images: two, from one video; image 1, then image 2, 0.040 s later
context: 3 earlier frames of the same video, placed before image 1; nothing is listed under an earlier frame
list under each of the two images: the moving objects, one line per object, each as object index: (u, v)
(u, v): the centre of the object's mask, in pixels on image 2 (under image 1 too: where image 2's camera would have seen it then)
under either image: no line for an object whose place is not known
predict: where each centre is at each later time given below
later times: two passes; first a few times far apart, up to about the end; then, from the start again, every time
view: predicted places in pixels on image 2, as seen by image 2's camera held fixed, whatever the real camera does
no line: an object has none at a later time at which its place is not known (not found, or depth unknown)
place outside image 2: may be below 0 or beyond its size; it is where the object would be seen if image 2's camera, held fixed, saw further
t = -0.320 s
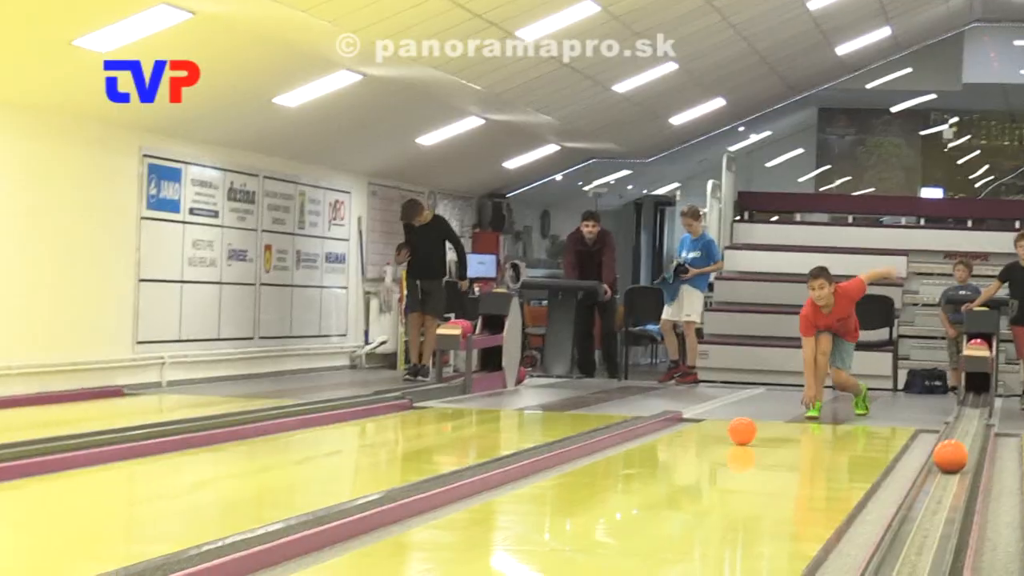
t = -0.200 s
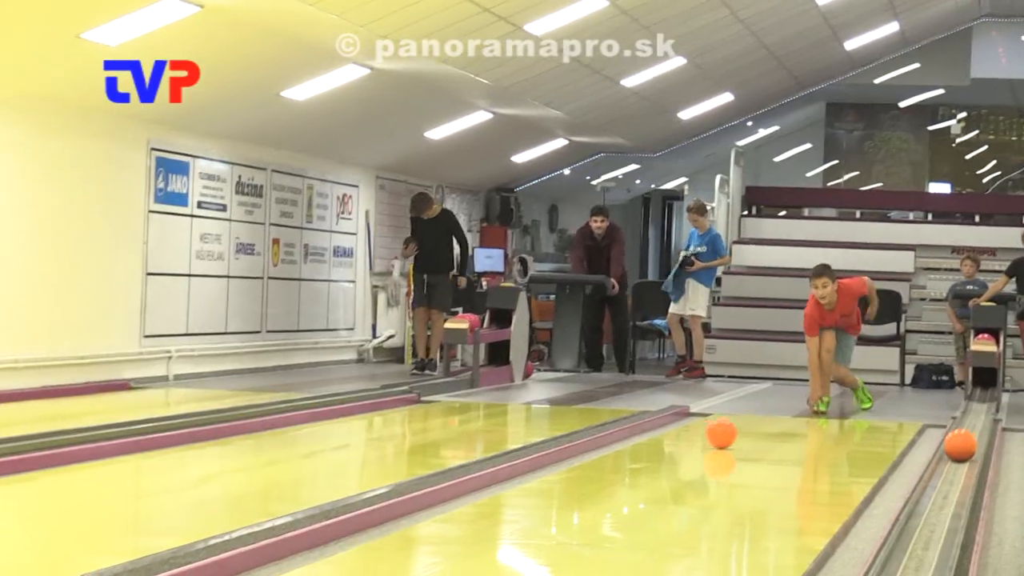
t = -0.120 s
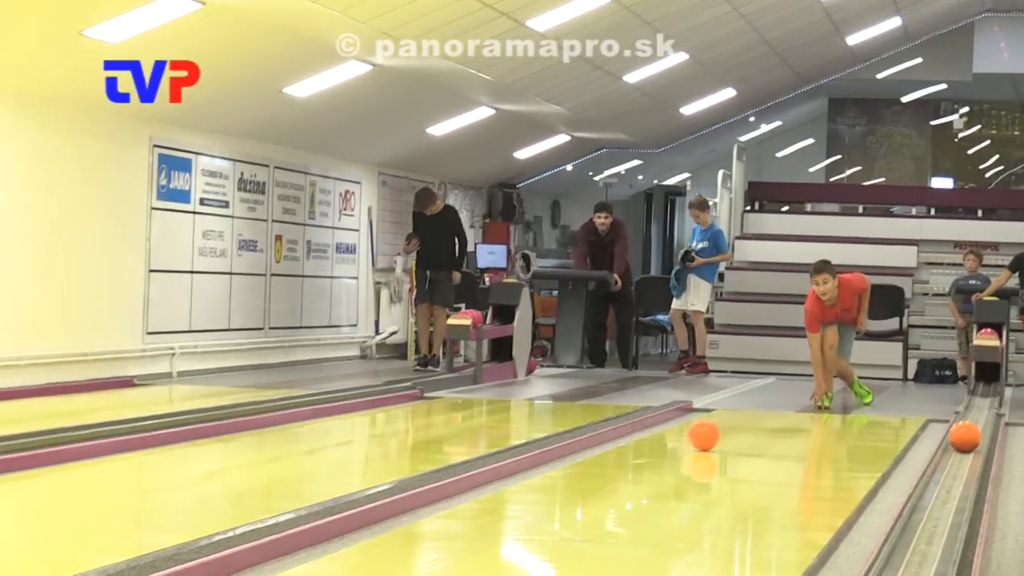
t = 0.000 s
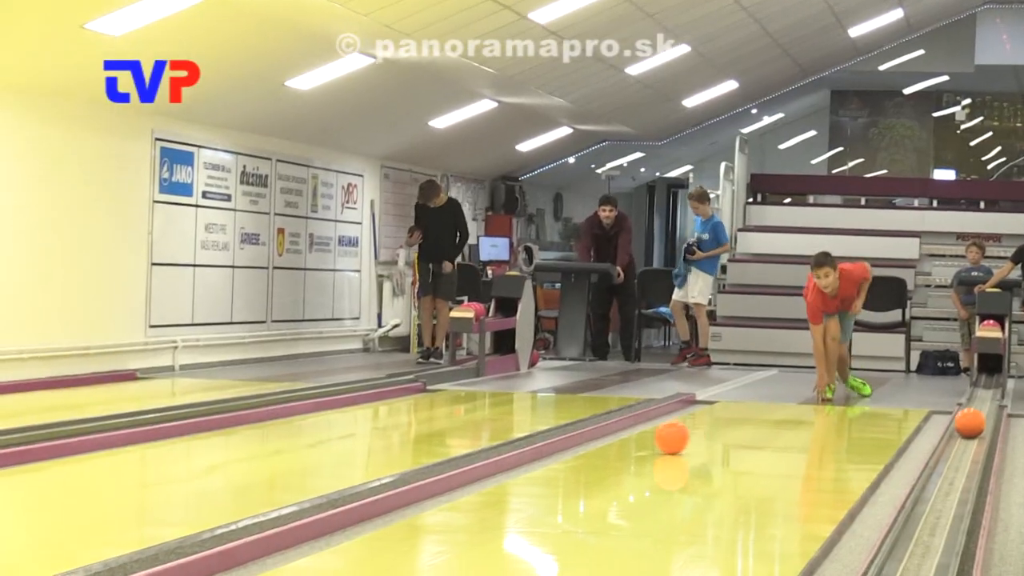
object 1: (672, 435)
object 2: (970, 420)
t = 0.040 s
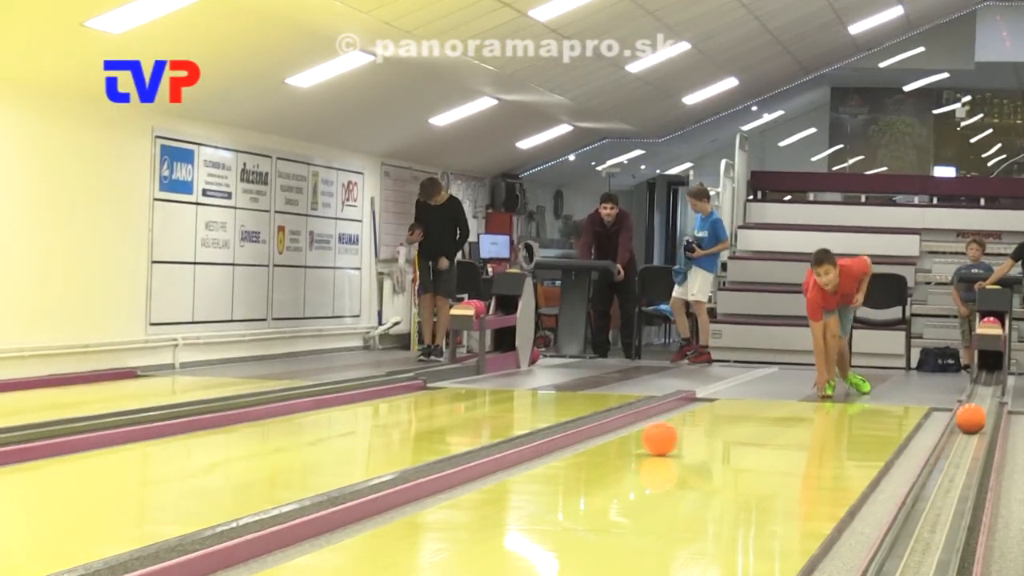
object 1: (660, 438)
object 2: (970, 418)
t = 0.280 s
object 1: (569, 464)
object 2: (974, 410)
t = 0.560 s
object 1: (418, 507)
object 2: (979, 400)
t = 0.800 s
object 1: (221, 560)
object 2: (981, 394)
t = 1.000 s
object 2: (983, 389)
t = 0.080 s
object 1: (646, 442)
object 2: (971, 416)
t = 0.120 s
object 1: (633, 446)
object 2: (972, 415)
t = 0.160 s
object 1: (618, 450)
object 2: (972, 414)
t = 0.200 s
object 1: (602, 455)
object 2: (973, 412)
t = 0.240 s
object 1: (587, 459)
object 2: (974, 411)
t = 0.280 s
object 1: (569, 464)
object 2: (974, 410)
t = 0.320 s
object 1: (551, 469)
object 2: (975, 408)
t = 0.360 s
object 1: (533, 474)
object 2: (975, 407)
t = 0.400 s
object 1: (511, 480)
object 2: (976, 405)
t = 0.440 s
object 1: (490, 486)
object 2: (976, 404)
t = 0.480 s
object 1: (468, 493)
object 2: (977, 403)
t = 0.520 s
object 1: (444, 499)
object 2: (978, 402)
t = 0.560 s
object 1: (418, 507)
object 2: (979, 400)
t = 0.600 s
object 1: (391, 514)
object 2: (979, 399)
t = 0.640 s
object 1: (361, 523)
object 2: (979, 398)
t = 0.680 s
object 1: (330, 532)
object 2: (980, 397)
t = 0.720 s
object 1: (297, 541)
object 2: (980, 396)
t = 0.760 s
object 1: (260, 551)
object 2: (981, 395)
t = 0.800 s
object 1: (221, 560)
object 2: (981, 394)
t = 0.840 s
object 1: (179, 568)
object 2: (982, 393)
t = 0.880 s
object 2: (982, 392)
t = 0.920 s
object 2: (983, 391)
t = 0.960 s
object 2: (983, 390)
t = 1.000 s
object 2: (983, 389)
